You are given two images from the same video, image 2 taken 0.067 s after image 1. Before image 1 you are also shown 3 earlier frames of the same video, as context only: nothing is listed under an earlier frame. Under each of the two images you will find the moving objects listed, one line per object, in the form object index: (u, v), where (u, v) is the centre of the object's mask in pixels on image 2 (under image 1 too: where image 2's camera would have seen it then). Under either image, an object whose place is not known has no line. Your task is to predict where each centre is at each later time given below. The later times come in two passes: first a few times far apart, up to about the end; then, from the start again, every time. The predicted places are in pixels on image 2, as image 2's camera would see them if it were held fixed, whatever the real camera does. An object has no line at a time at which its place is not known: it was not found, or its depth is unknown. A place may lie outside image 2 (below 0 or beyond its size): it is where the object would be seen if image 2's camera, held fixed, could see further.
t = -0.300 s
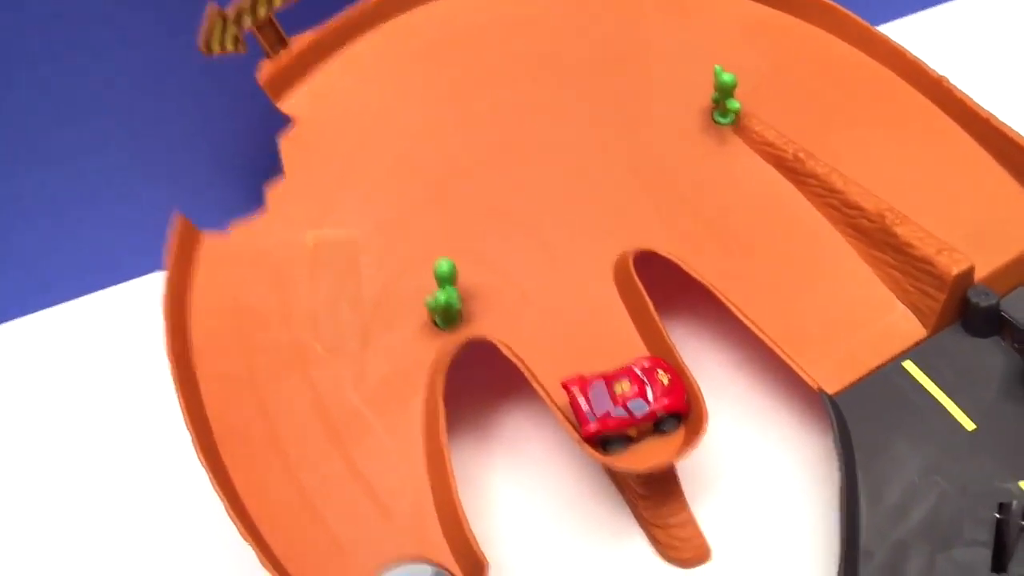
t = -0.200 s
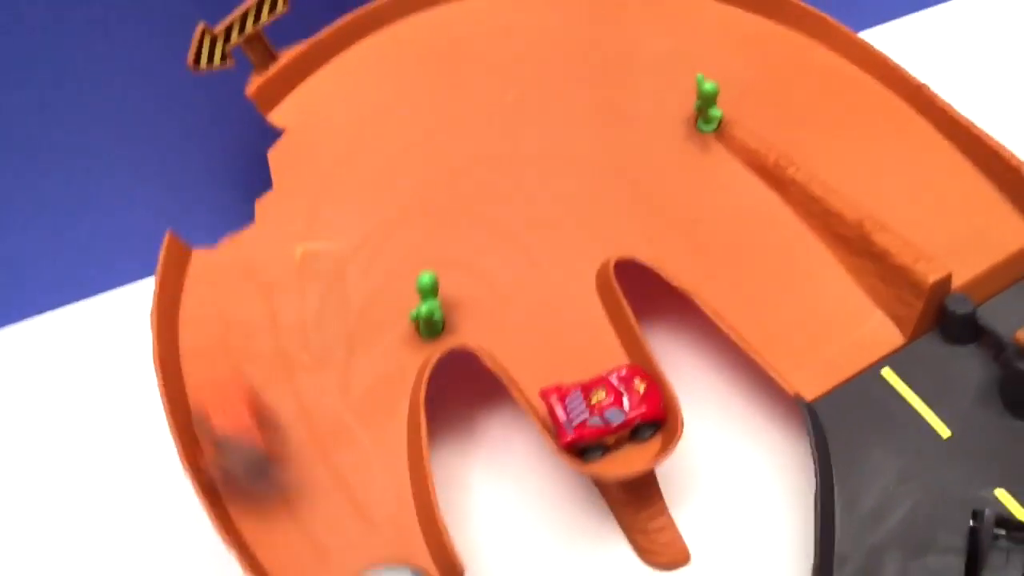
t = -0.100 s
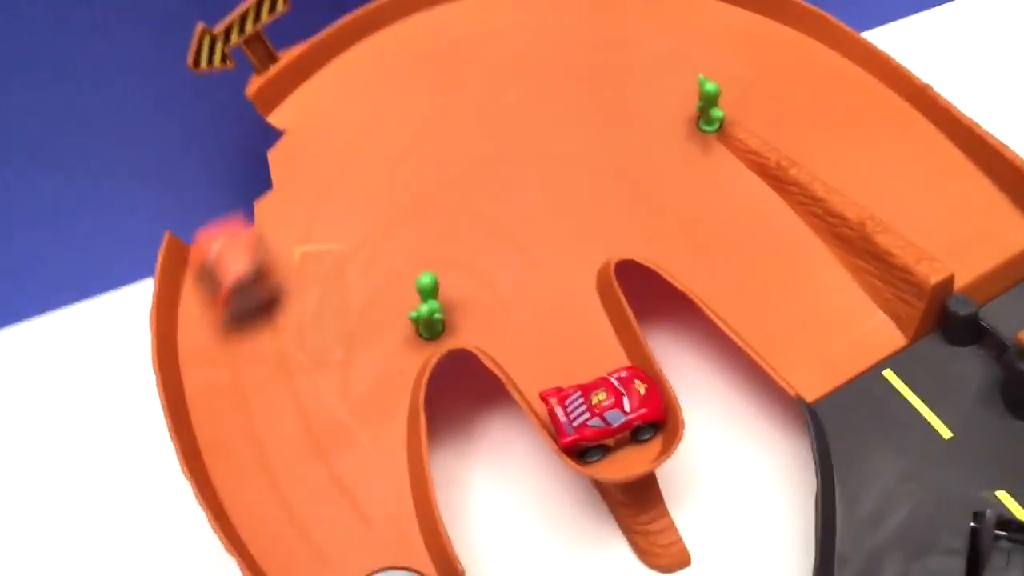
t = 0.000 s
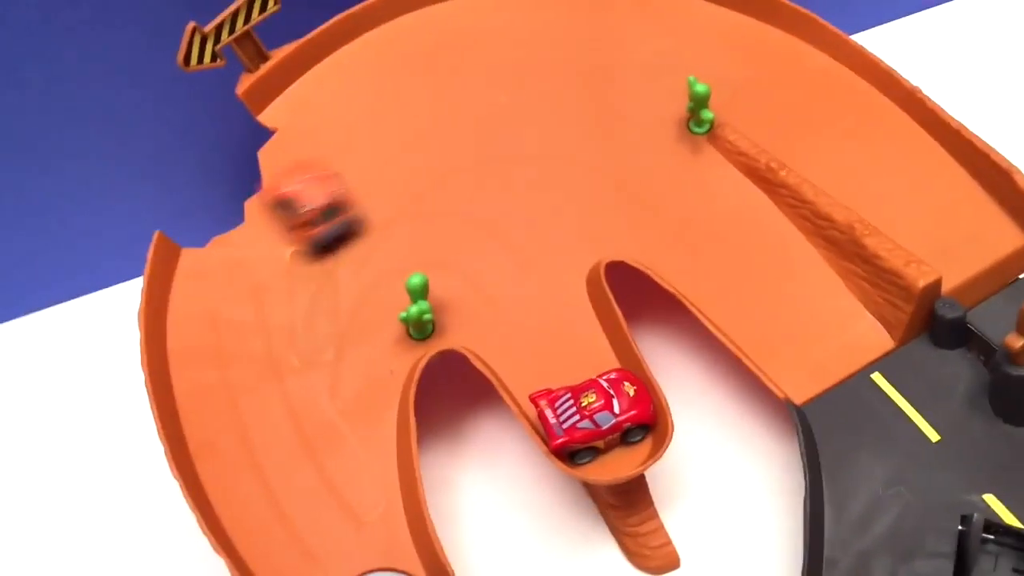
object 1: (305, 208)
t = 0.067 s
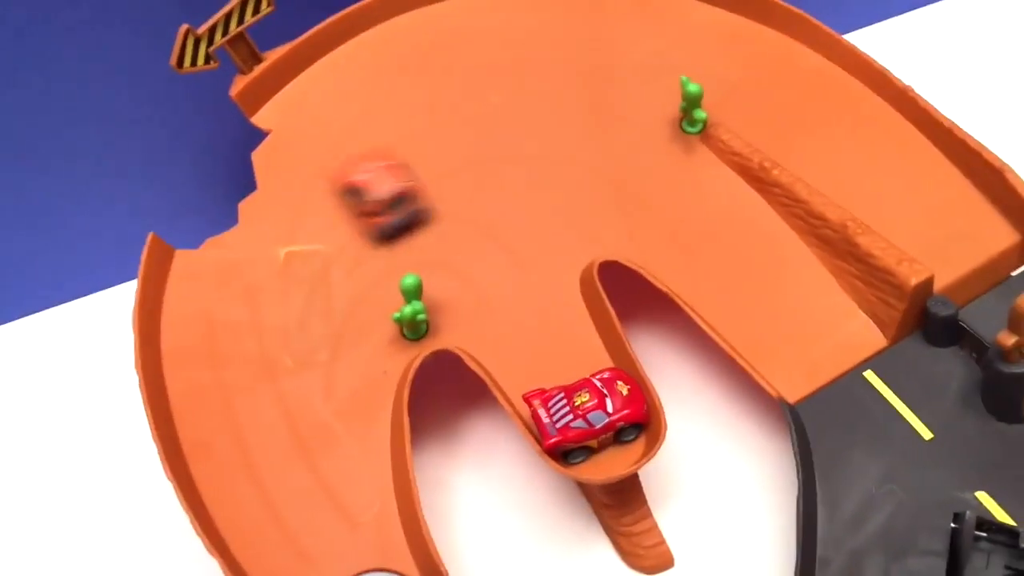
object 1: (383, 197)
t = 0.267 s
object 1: (661, 227)
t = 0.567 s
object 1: (927, 469)
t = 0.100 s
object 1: (424, 197)
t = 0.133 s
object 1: (468, 199)
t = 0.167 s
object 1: (514, 205)
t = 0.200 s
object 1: (562, 216)
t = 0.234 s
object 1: (616, 220)
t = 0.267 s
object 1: (661, 227)
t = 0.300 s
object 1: (711, 237)
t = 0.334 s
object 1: (760, 250)
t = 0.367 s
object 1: (780, 272)
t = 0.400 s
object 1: (803, 301)
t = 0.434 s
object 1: (828, 332)
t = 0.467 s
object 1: (852, 366)
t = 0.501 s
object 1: (879, 398)
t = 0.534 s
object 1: (904, 434)
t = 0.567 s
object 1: (927, 469)
